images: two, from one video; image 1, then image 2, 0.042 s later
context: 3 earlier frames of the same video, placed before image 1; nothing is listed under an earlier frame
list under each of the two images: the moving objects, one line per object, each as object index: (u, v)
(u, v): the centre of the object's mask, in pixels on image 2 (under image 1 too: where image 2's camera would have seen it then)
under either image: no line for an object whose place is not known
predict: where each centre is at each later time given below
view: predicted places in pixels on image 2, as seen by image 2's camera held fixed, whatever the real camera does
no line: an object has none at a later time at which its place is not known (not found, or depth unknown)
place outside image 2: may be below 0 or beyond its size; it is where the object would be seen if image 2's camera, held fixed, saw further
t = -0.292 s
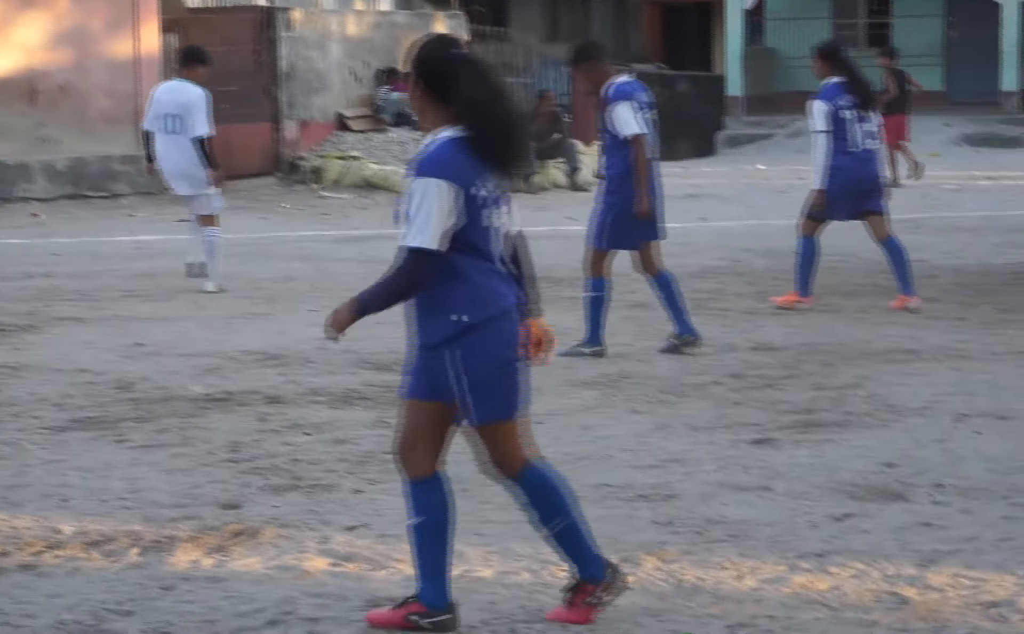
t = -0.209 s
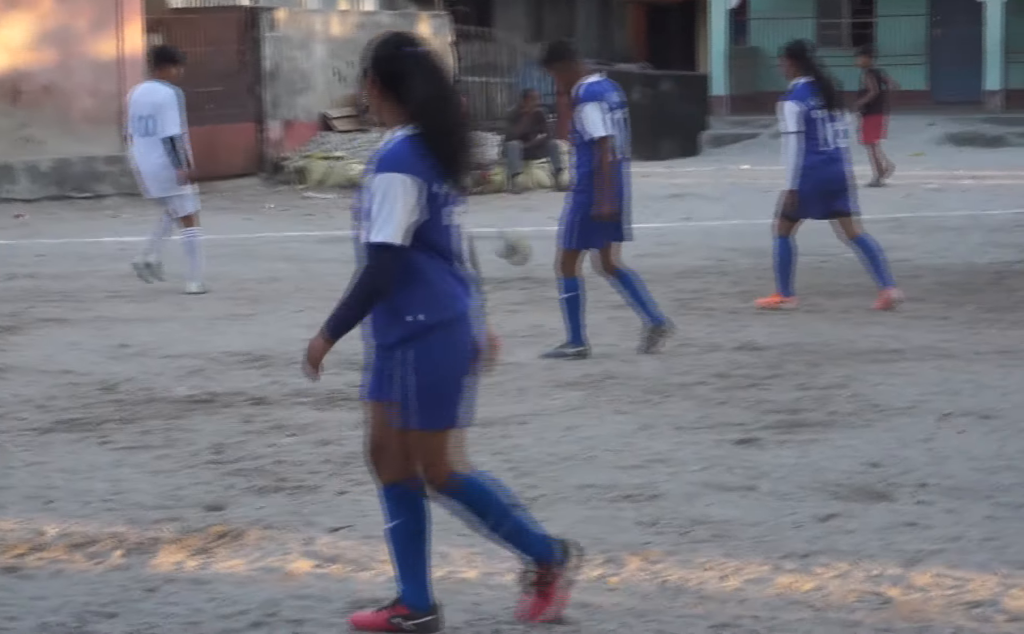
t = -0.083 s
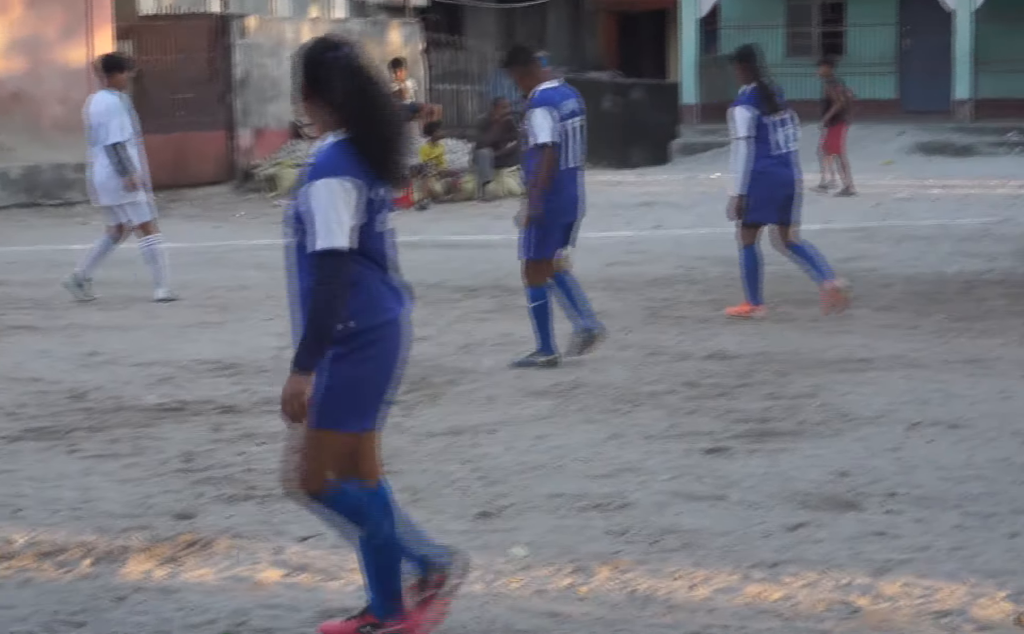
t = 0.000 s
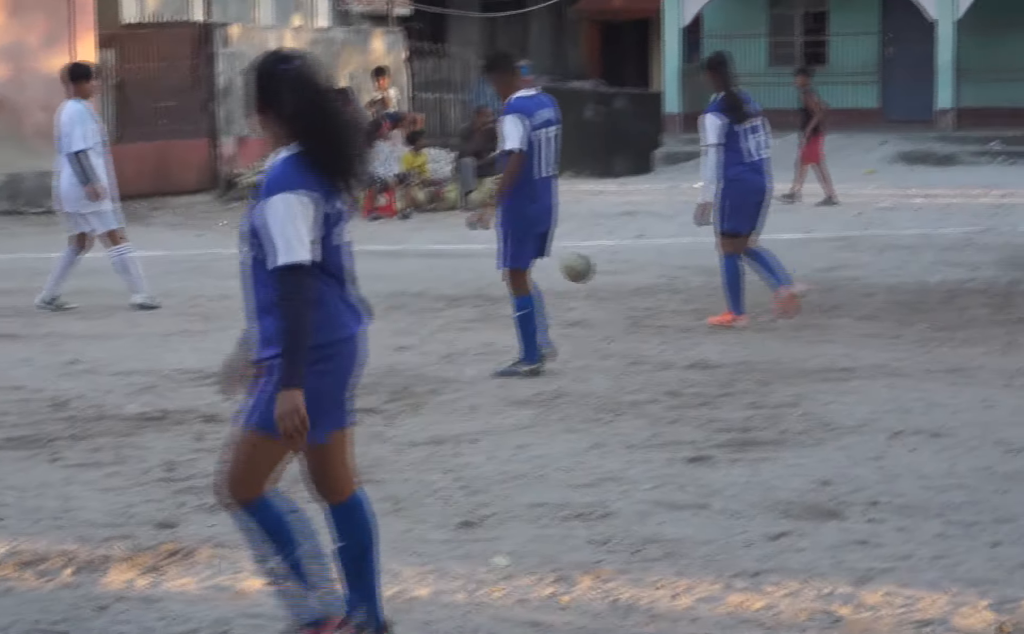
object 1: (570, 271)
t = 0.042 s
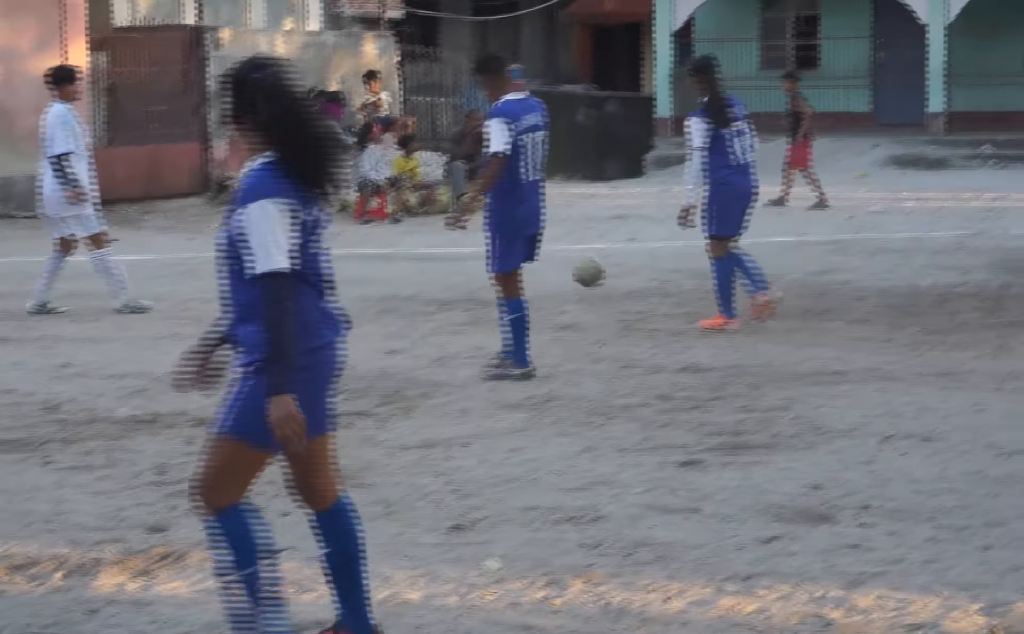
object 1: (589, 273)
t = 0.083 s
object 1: (606, 279)
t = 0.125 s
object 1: (625, 284)
